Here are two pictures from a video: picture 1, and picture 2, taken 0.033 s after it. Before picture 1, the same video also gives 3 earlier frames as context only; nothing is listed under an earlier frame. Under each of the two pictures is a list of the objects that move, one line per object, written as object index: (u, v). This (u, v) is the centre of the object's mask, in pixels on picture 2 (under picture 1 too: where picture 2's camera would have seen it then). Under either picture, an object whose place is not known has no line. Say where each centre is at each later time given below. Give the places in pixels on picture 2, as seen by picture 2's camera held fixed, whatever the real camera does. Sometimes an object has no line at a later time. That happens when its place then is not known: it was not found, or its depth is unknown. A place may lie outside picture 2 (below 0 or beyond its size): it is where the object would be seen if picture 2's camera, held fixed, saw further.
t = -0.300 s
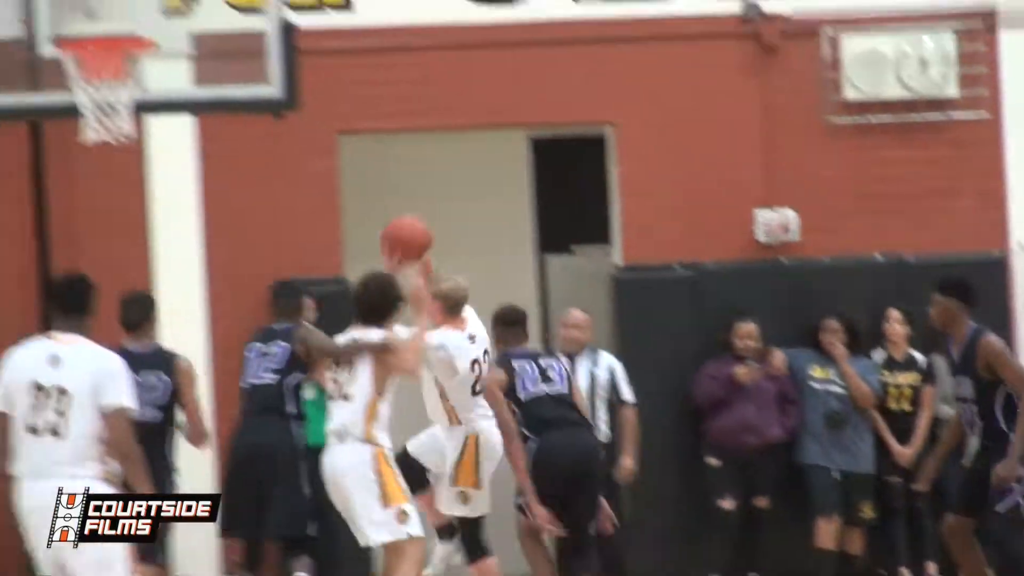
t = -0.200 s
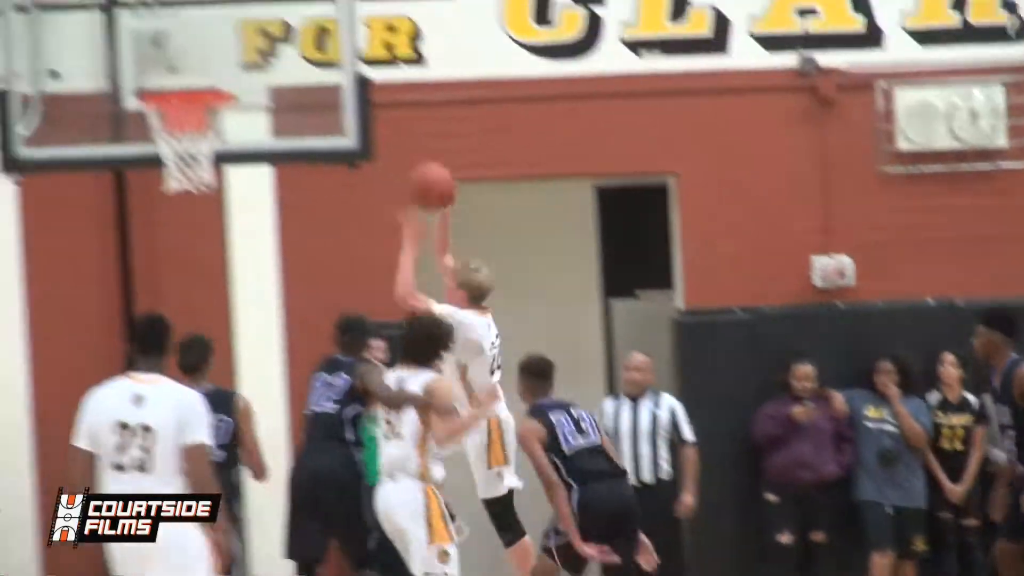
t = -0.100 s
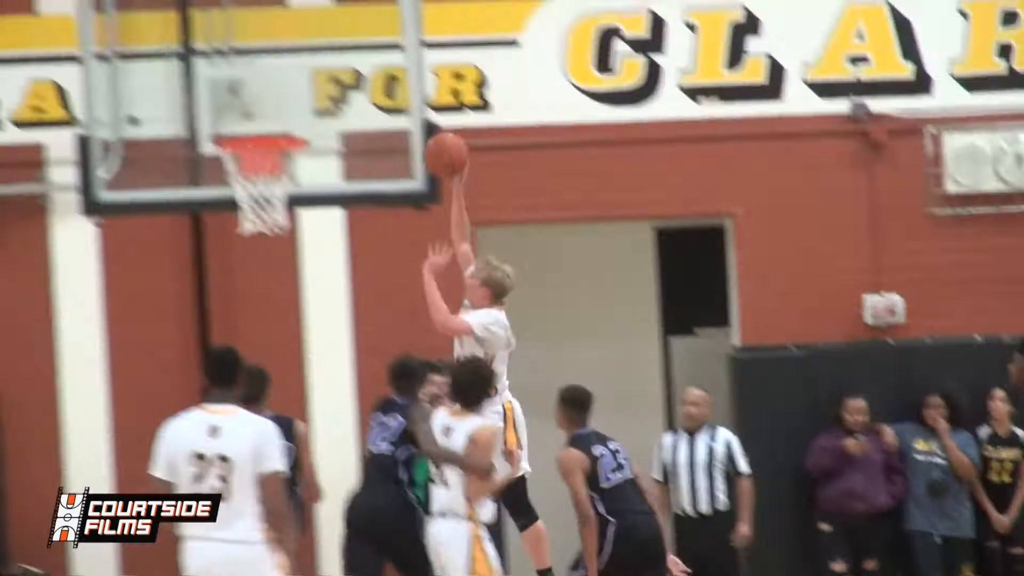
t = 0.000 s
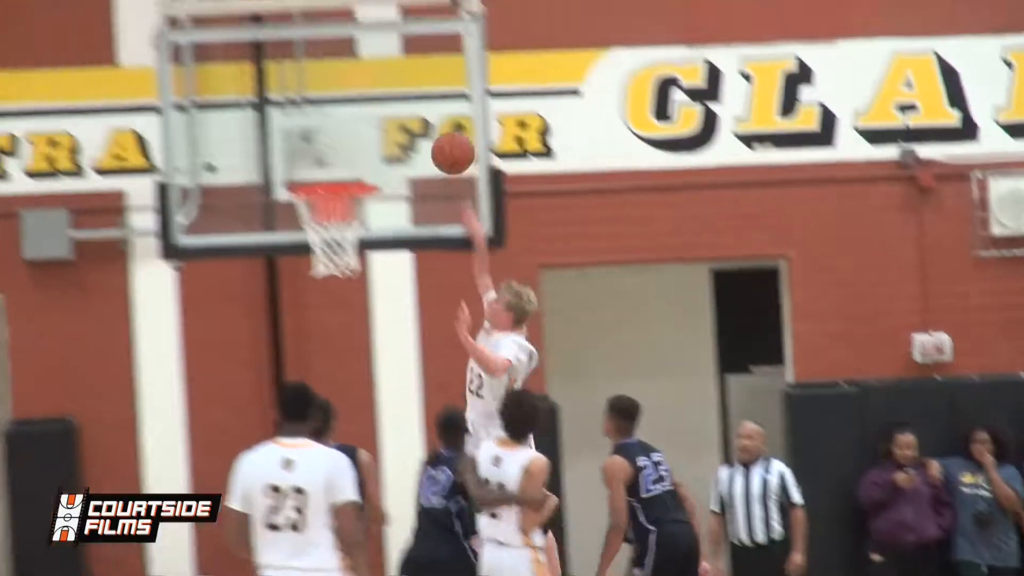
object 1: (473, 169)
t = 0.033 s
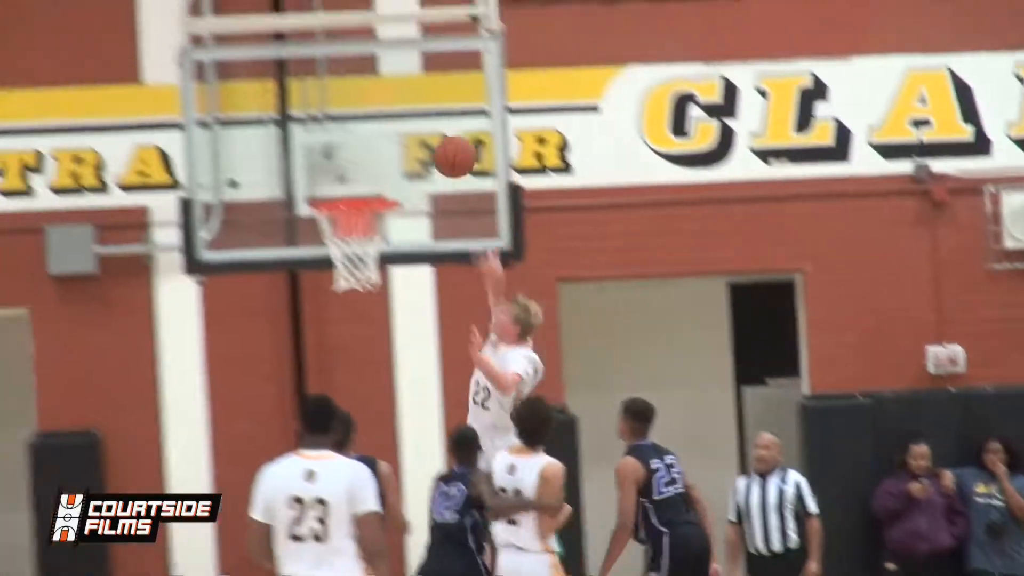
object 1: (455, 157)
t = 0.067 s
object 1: (436, 148)
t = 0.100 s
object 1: (426, 143)
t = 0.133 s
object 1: (416, 139)
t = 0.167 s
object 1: (407, 137)
